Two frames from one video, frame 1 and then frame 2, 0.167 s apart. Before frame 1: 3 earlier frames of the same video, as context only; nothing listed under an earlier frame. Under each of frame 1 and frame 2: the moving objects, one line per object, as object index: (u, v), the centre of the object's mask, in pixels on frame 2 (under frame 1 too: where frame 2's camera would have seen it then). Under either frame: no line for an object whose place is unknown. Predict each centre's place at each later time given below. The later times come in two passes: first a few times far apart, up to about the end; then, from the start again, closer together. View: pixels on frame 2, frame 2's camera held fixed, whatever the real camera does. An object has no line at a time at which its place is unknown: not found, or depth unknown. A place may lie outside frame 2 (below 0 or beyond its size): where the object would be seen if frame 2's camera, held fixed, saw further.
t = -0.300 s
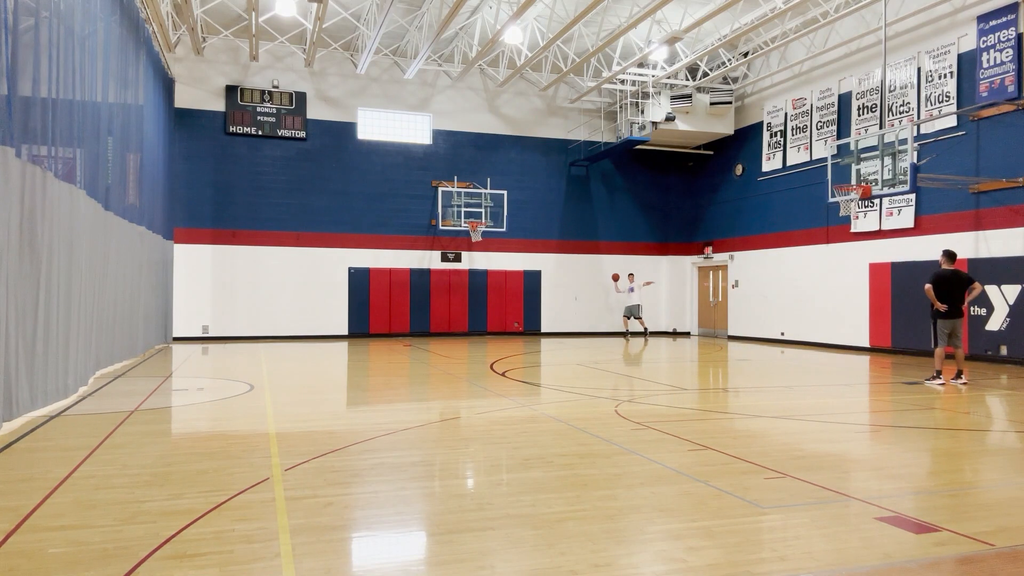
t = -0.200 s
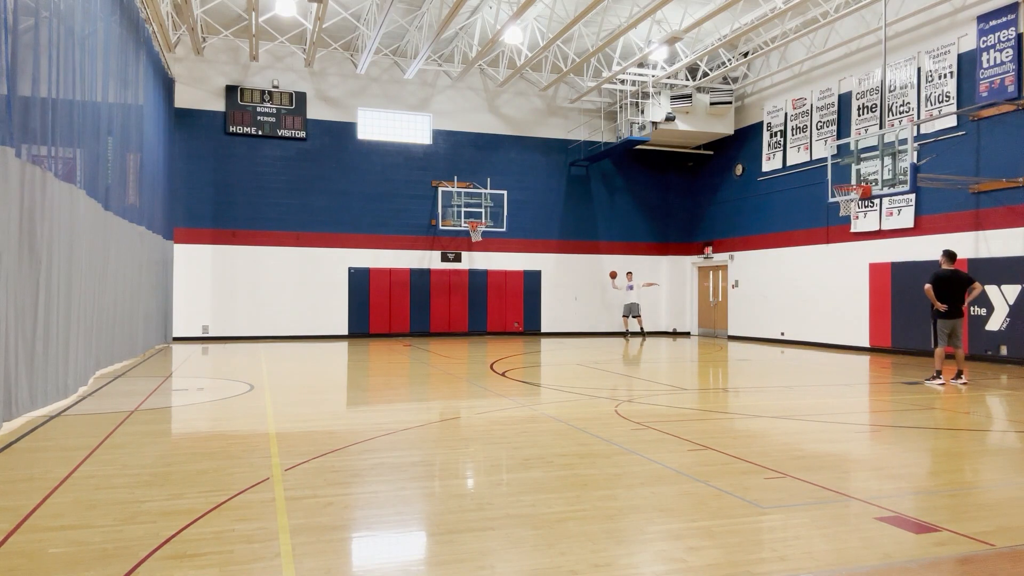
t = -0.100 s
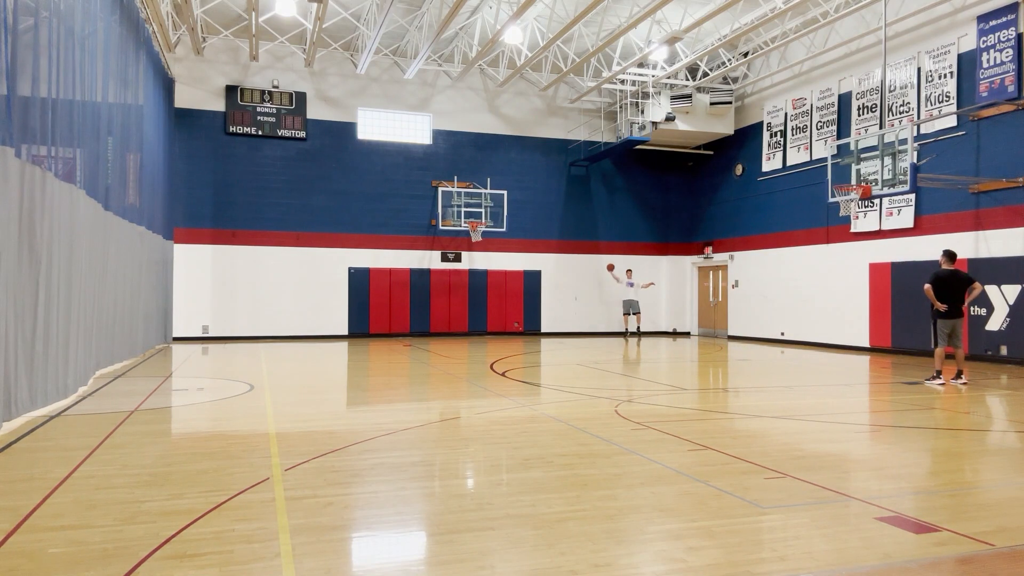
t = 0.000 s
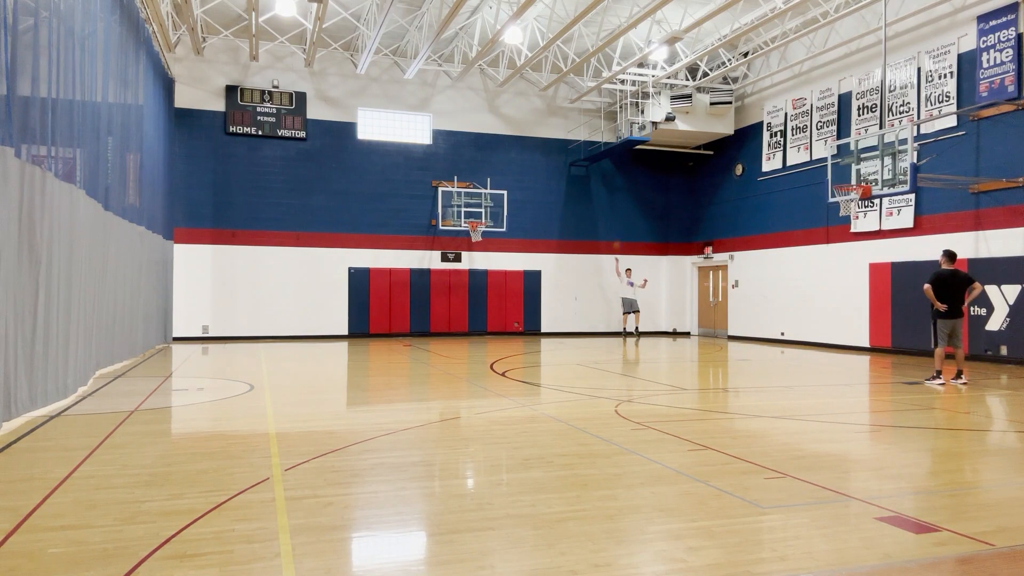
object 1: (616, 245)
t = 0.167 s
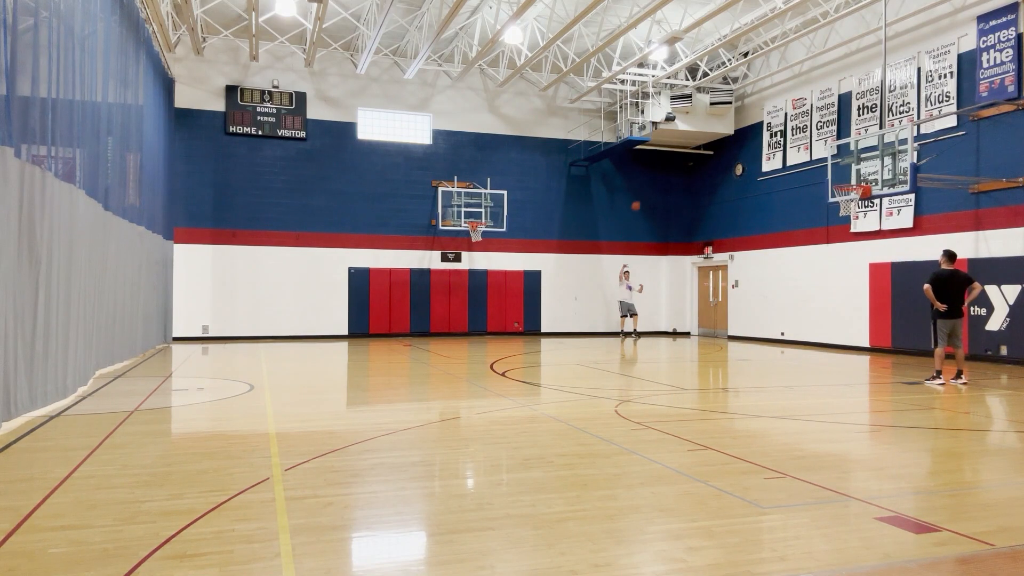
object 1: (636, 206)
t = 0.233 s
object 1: (644, 192)
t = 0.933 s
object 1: (756, 125)
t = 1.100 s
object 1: (793, 139)
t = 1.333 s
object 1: (851, 189)
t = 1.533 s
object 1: (845, 242)
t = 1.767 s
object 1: (839, 320)
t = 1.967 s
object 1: (830, 329)
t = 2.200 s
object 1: (817, 287)
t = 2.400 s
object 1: (806, 274)
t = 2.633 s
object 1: (795, 285)
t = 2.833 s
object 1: (786, 313)
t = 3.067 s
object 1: (776, 335)
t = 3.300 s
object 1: (768, 310)
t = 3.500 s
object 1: (761, 309)
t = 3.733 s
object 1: (754, 327)
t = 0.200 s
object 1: (640, 199)
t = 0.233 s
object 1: (644, 192)
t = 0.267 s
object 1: (648, 185)
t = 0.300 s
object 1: (652, 179)
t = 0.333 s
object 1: (657, 173)
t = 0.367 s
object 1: (662, 167)
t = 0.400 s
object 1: (666, 162)
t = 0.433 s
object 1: (671, 157)
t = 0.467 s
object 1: (676, 152)
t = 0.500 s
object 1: (681, 147)
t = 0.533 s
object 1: (686, 143)
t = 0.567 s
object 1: (691, 139)
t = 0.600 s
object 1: (696, 136)
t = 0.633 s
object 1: (702, 133)
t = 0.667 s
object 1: (707, 130)
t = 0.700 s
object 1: (713, 128)
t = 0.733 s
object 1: (719, 126)
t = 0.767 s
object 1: (725, 125)
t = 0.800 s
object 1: (731, 124)
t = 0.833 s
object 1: (737, 123)
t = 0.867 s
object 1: (744, 123)
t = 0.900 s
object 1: (750, 124)
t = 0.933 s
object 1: (756, 125)
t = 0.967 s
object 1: (763, 126)
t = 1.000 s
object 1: (770, 128)
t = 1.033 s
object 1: (778, 131)
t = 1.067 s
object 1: (785, 134)
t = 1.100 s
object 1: (793, 139)
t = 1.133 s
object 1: (801, 145)
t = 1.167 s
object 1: (809, 150)
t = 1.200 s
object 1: (818, 156)
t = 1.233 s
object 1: (826, 163)
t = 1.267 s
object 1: (835, 171)
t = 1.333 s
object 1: (851, 189)
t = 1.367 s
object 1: (851, 199)
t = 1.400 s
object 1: (849, 209)
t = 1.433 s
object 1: (848, 217)
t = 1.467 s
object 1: (847, 225)
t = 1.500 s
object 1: (846, 233)
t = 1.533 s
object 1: (845, 242)
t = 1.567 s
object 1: (844, 253)
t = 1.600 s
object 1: (843, 263)
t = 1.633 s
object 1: (843, 273)
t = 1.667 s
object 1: (842, 284)
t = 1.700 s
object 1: (841, 296)
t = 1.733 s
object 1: (840, 308)
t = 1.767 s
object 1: (839, 320)
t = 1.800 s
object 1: (838, 333)
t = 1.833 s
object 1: (837, 347)
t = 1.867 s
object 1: (836, 356)
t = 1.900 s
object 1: (834, 347)
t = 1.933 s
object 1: (832, 337)
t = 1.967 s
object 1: (830, 329)
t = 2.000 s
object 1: (828, 321)
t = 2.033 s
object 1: (826, 313)
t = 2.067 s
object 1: (824, 307)
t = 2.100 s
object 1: (823, 301)
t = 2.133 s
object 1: (821, 295)
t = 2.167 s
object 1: (819, 290)
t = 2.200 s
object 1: (817, 287)
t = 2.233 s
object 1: (815, 283)
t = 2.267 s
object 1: (813, 280)
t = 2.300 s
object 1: (812, 278)
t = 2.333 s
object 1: (810, 276)
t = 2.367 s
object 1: (808, 275)
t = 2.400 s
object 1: (806, 274)
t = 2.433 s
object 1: (805, 274)
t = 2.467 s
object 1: (803, 275)
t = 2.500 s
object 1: (801, 276)
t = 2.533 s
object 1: (800, 277)
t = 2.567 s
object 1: (798, 279)
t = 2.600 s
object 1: (796, 282)
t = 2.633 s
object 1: (795, 285)
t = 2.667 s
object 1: (793, 288)
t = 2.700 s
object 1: (792, 292)
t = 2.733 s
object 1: (790, 297)
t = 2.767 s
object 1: (789, 302)
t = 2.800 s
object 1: (787, 307)
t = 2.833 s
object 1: (786, 313)
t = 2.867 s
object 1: (784, 319)
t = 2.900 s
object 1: (783, 326)
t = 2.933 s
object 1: (781, 333)
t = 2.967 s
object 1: (780, 341)
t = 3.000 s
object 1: (779, 347)
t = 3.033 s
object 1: (777, 341)
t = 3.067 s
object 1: (776, 335)
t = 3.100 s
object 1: (775, 330)
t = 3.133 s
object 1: (774, 325)
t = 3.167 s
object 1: (773, 321)
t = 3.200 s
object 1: (771, 318)
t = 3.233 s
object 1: (770, 315)
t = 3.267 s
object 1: (769, 312)
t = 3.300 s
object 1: (768, 310)
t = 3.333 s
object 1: (767, 309)
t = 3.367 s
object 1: (766, 308)
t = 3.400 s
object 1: (765, 307)
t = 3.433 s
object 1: (764, 307)
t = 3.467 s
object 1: (763, 308)
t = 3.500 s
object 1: (761, 309)
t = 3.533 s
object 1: (760, 310)
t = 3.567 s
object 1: (759, 312)
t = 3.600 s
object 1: (758, 314)
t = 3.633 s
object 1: (757, 317)
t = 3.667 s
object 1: (756, 320)
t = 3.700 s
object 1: (755, 323)
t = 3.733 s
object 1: (754, 327)
